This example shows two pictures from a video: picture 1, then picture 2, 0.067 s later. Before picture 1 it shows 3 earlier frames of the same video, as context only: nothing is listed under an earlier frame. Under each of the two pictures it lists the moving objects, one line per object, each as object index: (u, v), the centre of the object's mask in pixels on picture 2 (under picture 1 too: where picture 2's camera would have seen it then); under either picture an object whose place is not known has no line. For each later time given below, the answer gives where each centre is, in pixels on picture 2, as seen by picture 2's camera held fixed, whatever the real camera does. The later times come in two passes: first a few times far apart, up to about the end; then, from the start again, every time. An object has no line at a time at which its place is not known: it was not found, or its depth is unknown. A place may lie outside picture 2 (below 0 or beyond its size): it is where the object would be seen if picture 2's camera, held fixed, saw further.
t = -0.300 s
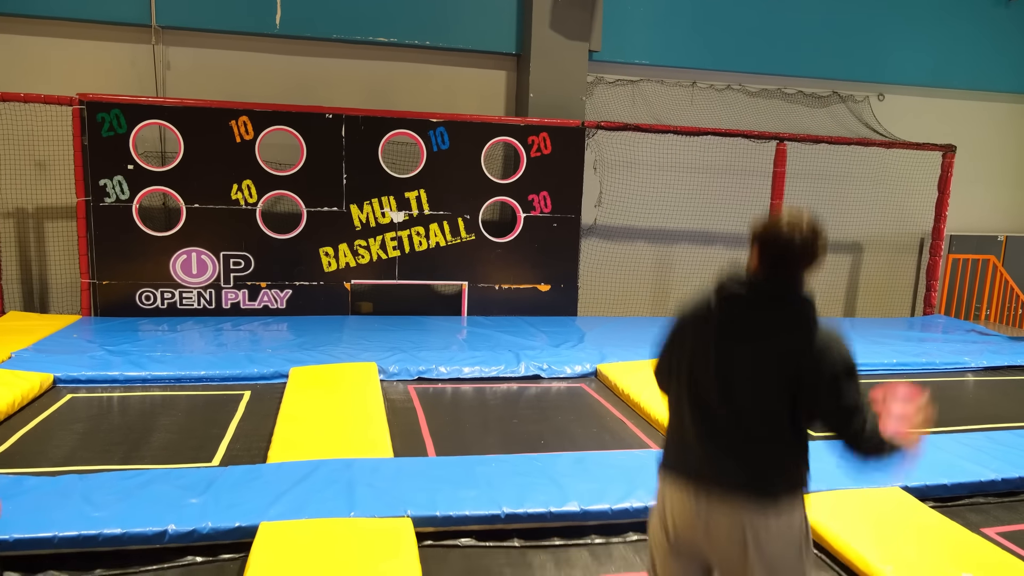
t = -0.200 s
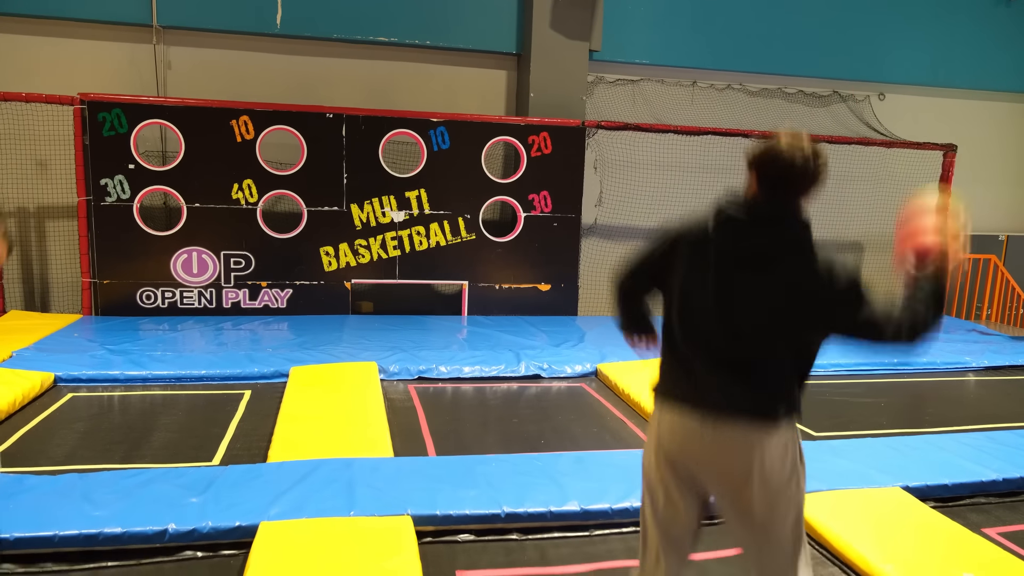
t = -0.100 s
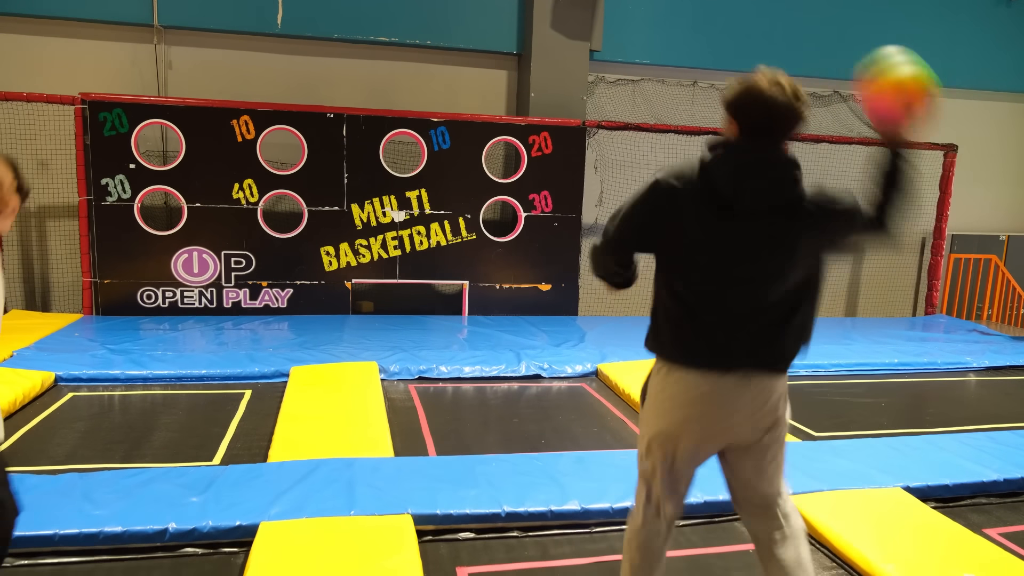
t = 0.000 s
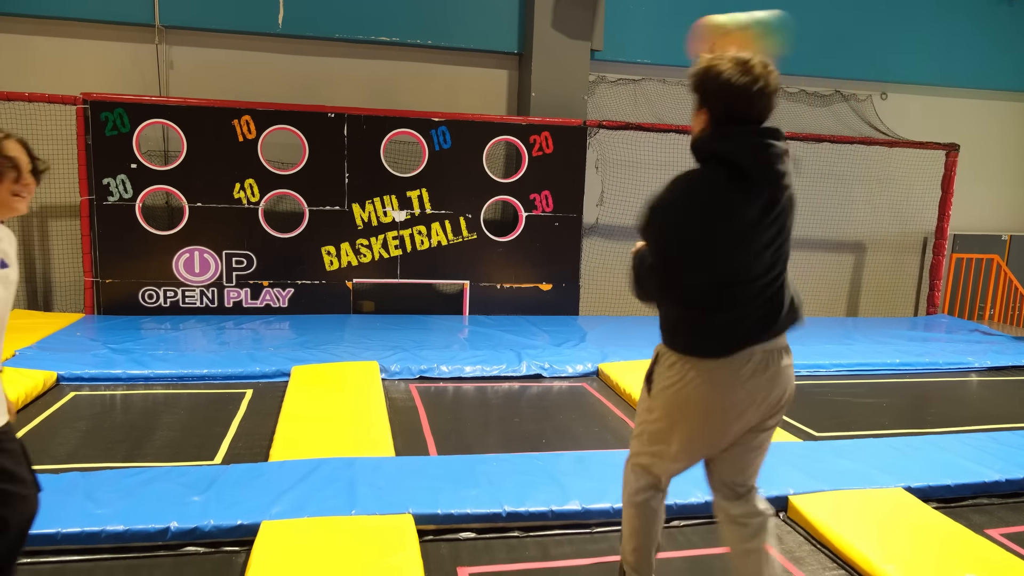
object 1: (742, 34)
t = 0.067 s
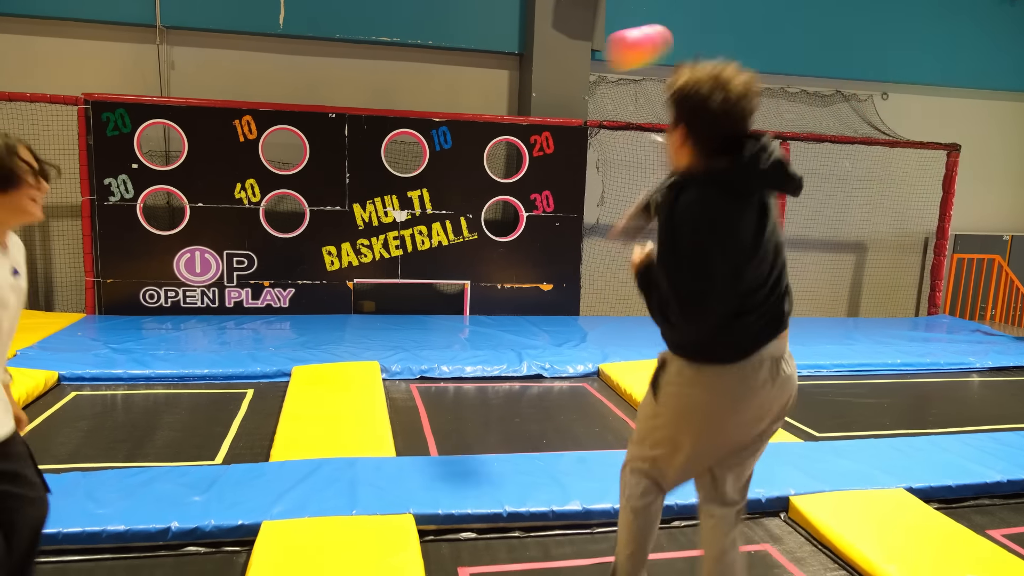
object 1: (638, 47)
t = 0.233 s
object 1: (519, 91)
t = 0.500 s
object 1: (449, 169)
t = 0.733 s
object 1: (438, 288)
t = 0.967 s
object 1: (423, 374)
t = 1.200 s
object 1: (411, 388)
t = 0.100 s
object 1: (604, 55)
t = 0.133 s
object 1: (577, 64)
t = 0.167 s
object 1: (555, 73)
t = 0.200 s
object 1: (535, 82)
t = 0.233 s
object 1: (519, 91)
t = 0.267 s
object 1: (505, 101)
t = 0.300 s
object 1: (492, 111)
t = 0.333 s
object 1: (480, 120)
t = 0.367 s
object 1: (470, 131)
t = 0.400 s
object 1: (462, 139)
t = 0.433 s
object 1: (454, 150)
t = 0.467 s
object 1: (450, 160)
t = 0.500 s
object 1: (449, 169)
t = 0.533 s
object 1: (447, 180)
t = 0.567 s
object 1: (446, 192)
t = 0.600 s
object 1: (444, 206)
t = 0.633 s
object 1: (443, 221)
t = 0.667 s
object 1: (441, 244)
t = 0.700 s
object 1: (440, 264)
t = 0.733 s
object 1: (438, 288)
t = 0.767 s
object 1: (436, 309)
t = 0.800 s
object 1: (434, 336)
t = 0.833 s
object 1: (430, 367)
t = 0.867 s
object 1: (427, 390)
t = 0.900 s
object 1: (426, 385)
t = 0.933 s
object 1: (425, 378)
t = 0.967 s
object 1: (423, 374)
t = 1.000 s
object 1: (422, 370)
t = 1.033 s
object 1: (421, 369)
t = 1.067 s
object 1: (419, 369)
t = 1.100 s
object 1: (417, 370)
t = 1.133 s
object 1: (415, 374)
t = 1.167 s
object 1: (413, 381)
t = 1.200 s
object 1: (411, 388)
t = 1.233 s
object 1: (409, 400)
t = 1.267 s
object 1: (408, 413)
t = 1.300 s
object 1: (406, 428)
